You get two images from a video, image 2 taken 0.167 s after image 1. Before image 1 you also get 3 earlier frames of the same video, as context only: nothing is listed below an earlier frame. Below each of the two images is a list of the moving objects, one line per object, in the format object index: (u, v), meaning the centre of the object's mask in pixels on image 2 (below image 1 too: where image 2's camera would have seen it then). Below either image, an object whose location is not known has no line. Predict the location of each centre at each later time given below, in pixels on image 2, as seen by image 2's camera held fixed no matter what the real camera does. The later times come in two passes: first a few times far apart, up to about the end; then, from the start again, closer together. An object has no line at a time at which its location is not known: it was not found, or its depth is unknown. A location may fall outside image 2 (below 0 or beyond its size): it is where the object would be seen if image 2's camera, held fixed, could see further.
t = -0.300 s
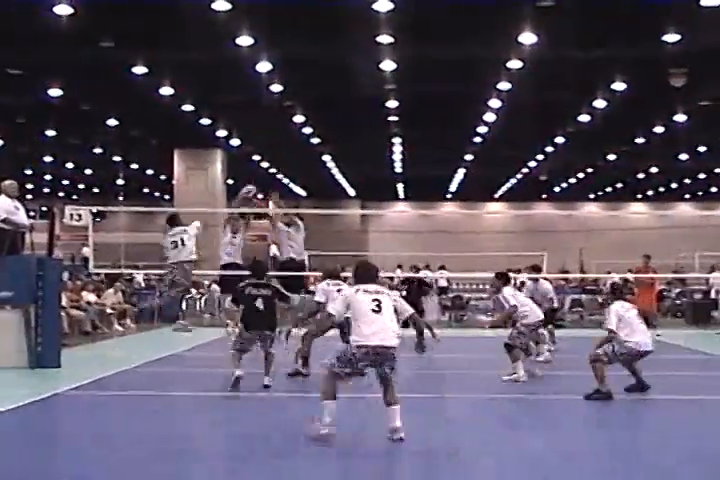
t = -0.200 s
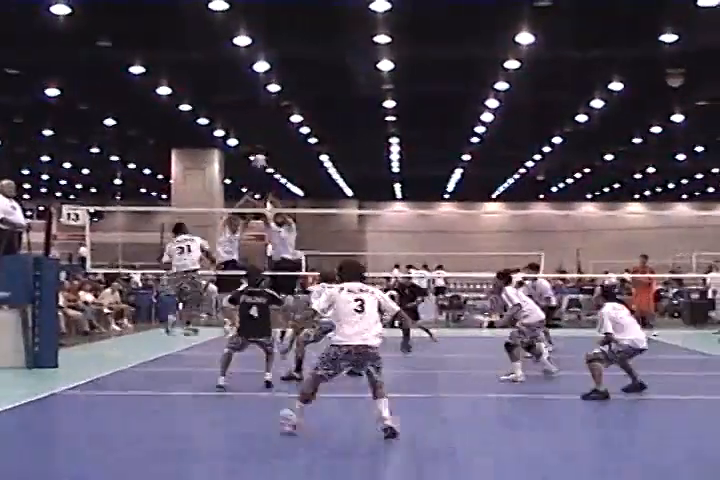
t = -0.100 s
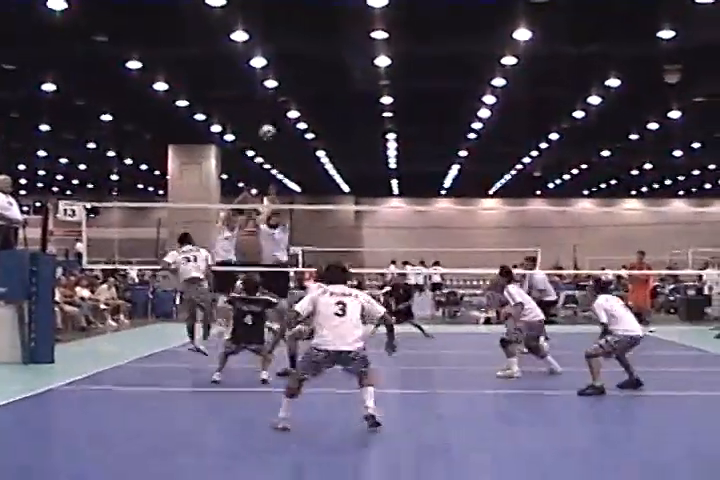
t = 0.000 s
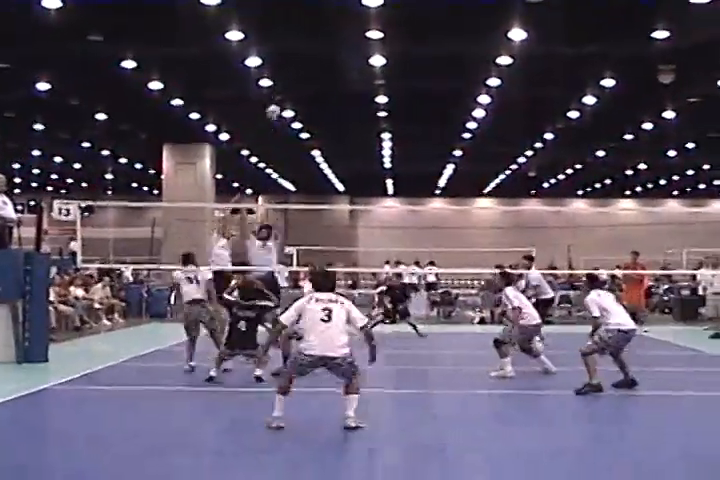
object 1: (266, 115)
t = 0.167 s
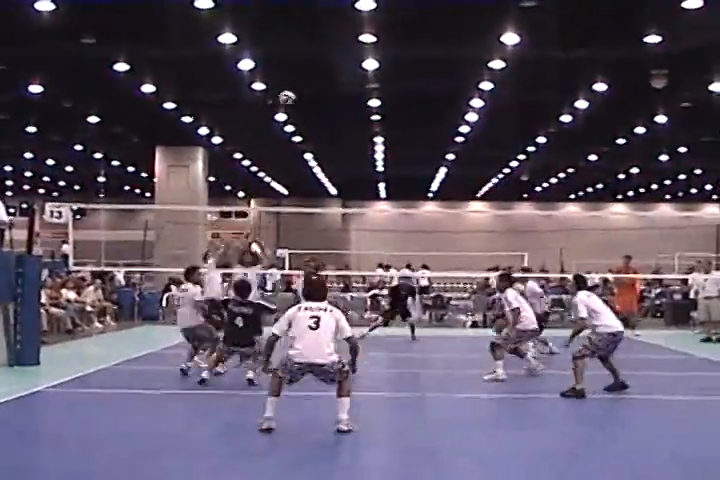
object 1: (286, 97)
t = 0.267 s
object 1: (299, 96)
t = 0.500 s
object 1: (329, 119)
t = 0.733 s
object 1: (359, 179)
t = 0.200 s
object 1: (290, 96)
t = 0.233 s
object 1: (295, 95)
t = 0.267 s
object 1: (299, 96)
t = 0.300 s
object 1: (303, 96)
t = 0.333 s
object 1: (307, 98)
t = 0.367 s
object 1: (312, 101)
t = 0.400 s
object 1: (316, 104)
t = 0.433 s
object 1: (320, 108)
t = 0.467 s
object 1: (324, 112)
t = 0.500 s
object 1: (329, 119)
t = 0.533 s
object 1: (333, 124)
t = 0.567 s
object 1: (337, 131)
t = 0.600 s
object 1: (342, 139)
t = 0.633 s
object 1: (346, 147)
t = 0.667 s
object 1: (355, 168)
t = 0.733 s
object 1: (359, 179)
